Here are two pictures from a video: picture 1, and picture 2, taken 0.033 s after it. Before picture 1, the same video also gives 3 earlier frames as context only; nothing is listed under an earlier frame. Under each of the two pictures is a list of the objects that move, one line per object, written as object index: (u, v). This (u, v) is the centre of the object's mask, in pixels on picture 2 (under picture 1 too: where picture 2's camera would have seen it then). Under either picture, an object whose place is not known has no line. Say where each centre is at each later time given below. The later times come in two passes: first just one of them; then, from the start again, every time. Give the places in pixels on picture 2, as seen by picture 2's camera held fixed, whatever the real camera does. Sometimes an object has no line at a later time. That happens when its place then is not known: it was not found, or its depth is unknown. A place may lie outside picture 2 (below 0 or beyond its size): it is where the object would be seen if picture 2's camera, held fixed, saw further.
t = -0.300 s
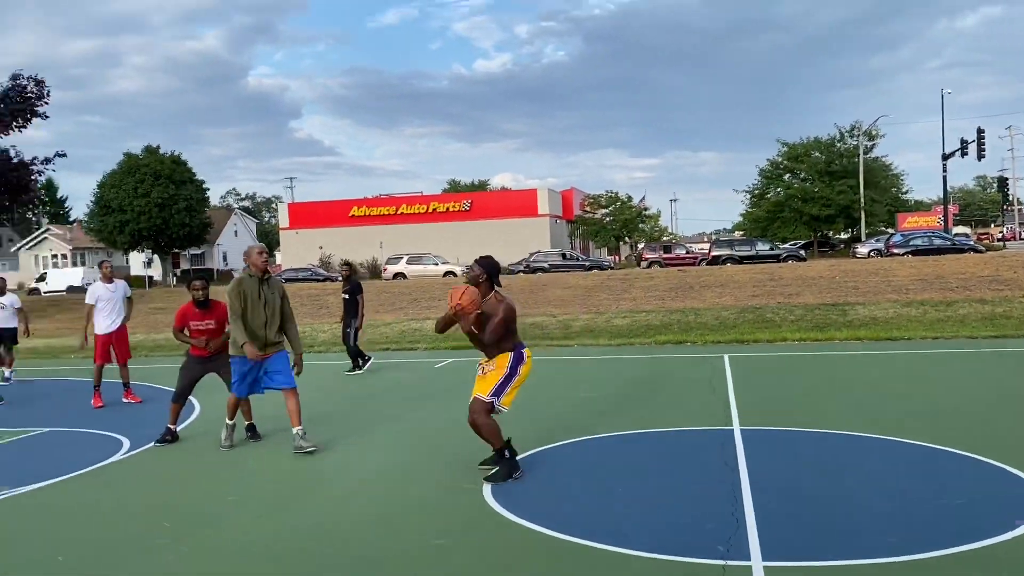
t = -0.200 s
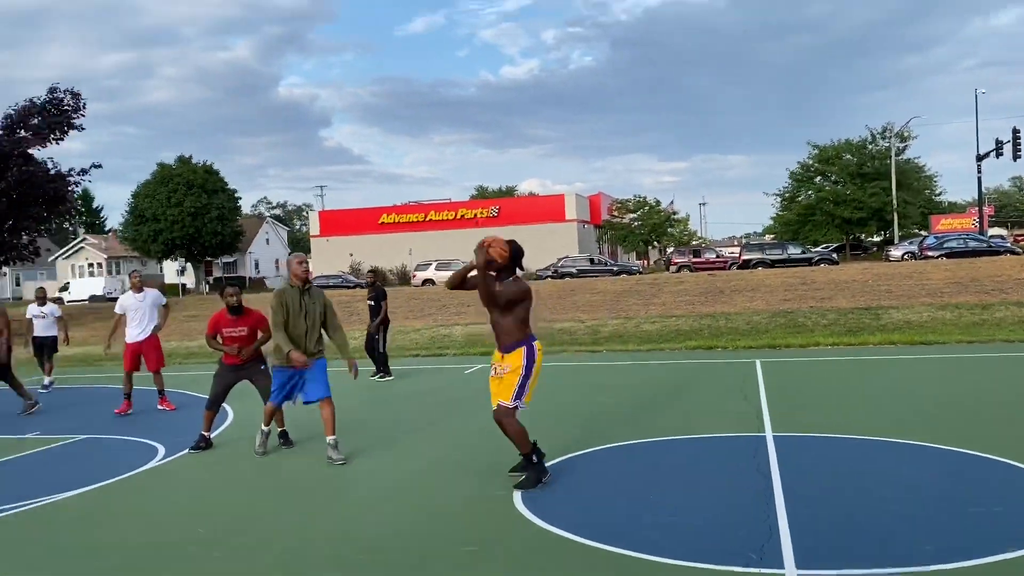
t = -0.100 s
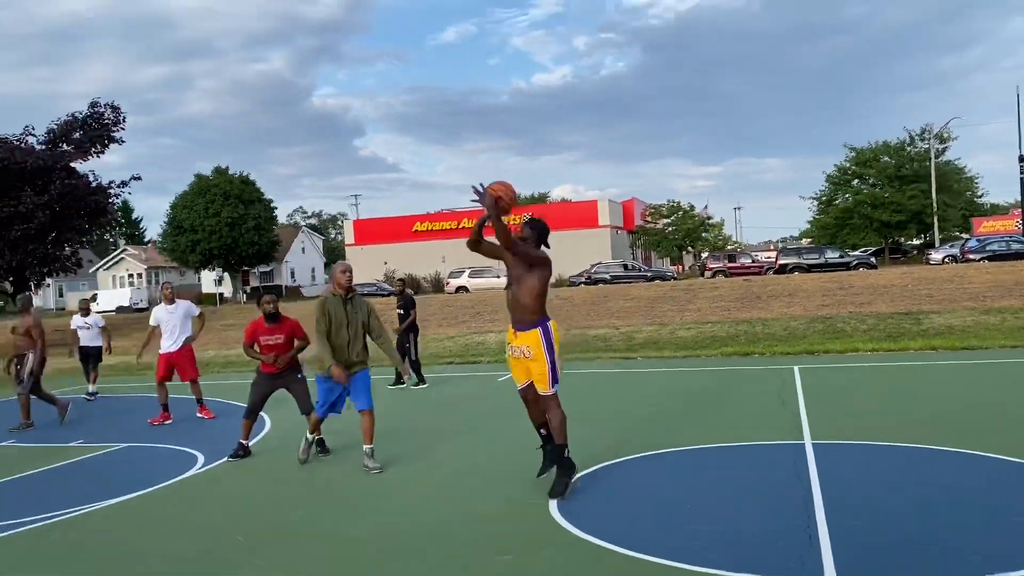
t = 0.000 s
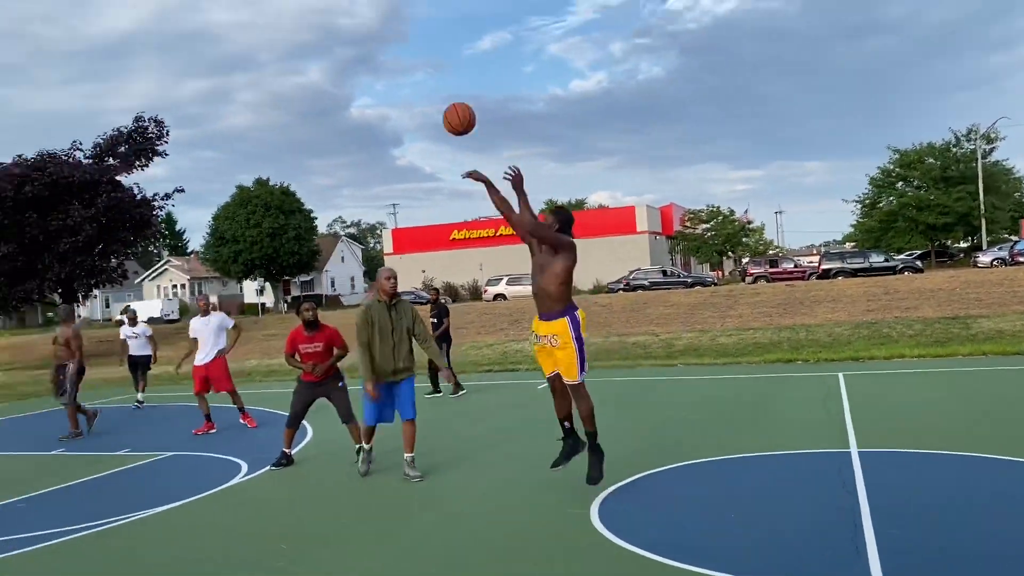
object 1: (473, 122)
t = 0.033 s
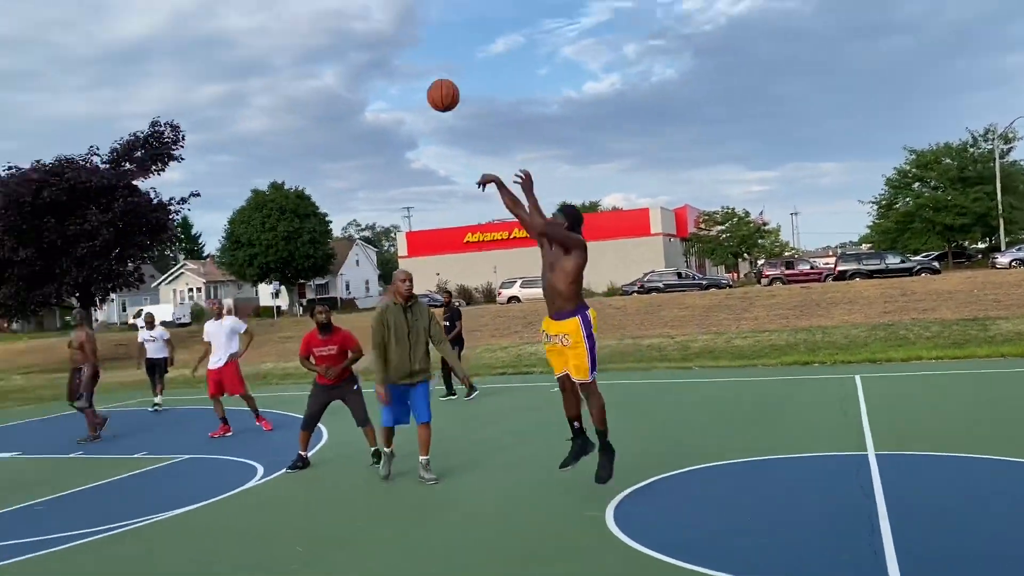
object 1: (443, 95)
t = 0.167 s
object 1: (334, 10)
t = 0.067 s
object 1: (414, 71)
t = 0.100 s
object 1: (387, 49)
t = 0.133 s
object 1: (360, 29)
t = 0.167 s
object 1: (334, 10)
